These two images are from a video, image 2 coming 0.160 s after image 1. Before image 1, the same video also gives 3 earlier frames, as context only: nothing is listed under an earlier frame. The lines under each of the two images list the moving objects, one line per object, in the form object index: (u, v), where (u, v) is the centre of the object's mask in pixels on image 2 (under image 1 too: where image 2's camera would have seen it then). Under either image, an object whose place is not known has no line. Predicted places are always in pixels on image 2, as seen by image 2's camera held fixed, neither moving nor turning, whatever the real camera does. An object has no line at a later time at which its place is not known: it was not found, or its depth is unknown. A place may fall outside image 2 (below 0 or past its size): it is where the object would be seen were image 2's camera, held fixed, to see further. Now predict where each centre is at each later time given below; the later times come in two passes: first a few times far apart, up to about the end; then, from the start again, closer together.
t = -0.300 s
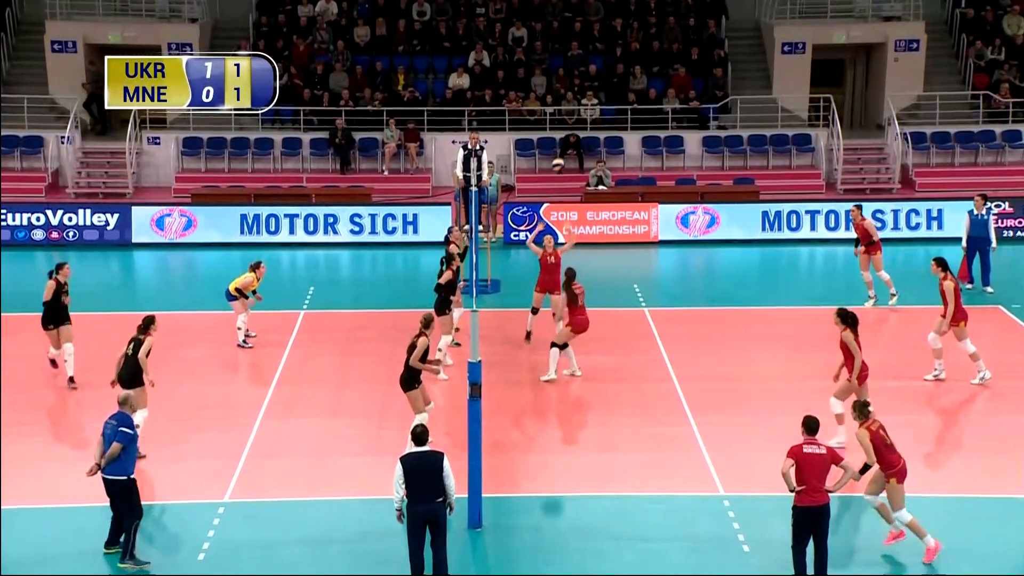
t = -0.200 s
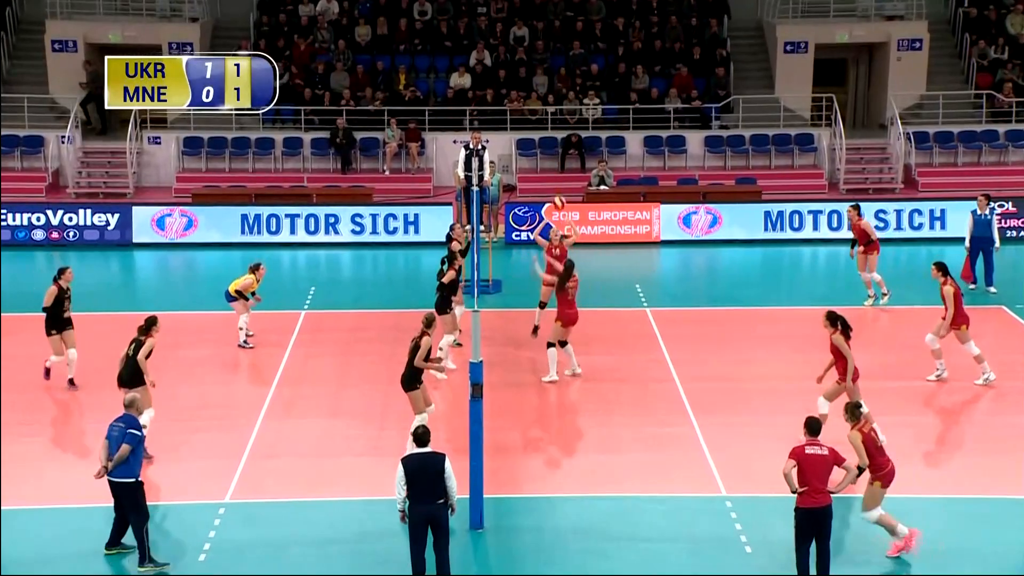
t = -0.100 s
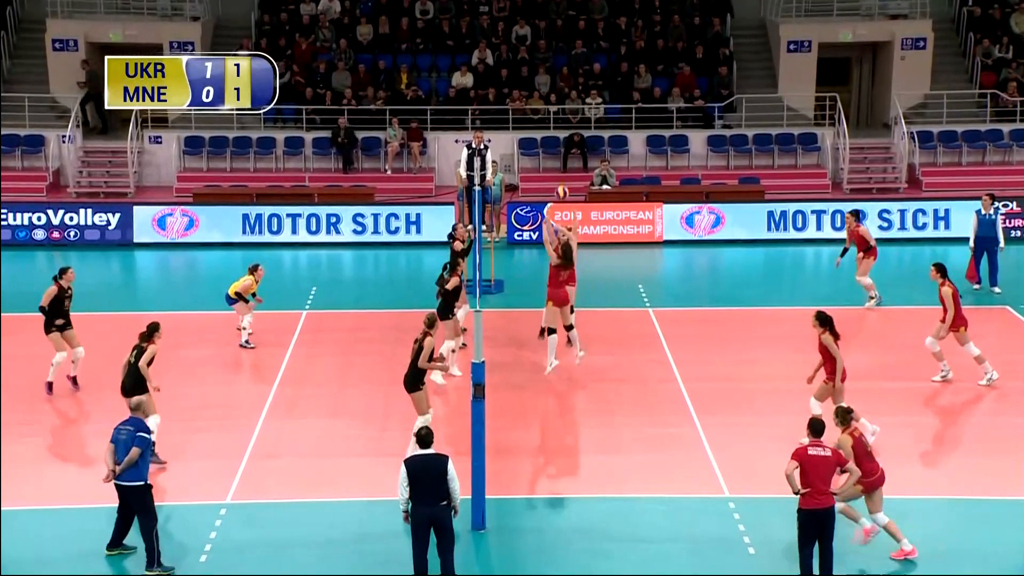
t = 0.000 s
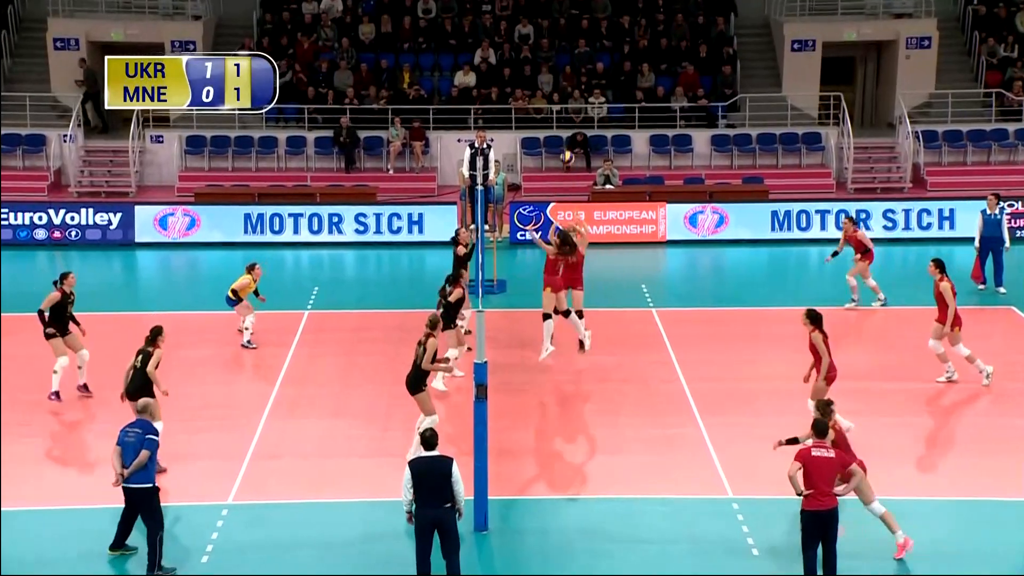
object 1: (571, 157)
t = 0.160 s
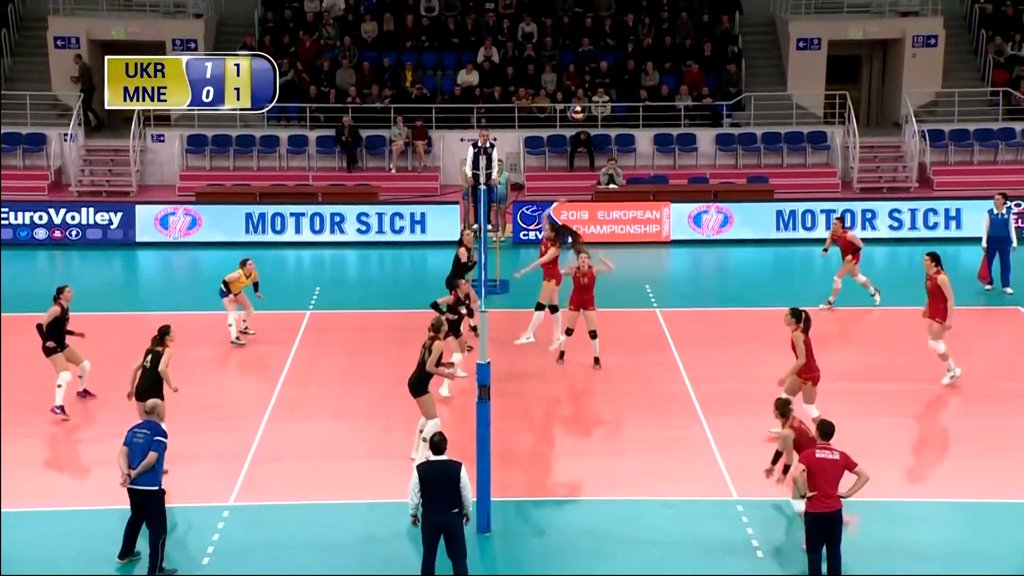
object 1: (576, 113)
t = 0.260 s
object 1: (578, 94)
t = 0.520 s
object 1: (585, 74)
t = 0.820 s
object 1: (595, 114)
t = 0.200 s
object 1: (577, 105)
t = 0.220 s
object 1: (577, 101)
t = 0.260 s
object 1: (578, 94)
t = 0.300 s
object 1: (580, 87)
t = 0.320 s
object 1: (580, 84)
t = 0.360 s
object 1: (581, 81)
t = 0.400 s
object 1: (582, 77)
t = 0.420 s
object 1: (583, 76)
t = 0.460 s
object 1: (584, 74)
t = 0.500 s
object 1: (585, 74)
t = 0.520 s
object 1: (585, 74)
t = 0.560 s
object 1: (587, 75)
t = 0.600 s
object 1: (588, 78)
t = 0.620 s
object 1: (588, 80)
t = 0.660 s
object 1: (590, 84)
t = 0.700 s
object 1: (591, 90)
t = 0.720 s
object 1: (592, 93)
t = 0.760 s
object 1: (593, 101)
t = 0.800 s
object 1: (594, 110)
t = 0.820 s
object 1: (595, 114)
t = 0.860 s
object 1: (595, 126)
